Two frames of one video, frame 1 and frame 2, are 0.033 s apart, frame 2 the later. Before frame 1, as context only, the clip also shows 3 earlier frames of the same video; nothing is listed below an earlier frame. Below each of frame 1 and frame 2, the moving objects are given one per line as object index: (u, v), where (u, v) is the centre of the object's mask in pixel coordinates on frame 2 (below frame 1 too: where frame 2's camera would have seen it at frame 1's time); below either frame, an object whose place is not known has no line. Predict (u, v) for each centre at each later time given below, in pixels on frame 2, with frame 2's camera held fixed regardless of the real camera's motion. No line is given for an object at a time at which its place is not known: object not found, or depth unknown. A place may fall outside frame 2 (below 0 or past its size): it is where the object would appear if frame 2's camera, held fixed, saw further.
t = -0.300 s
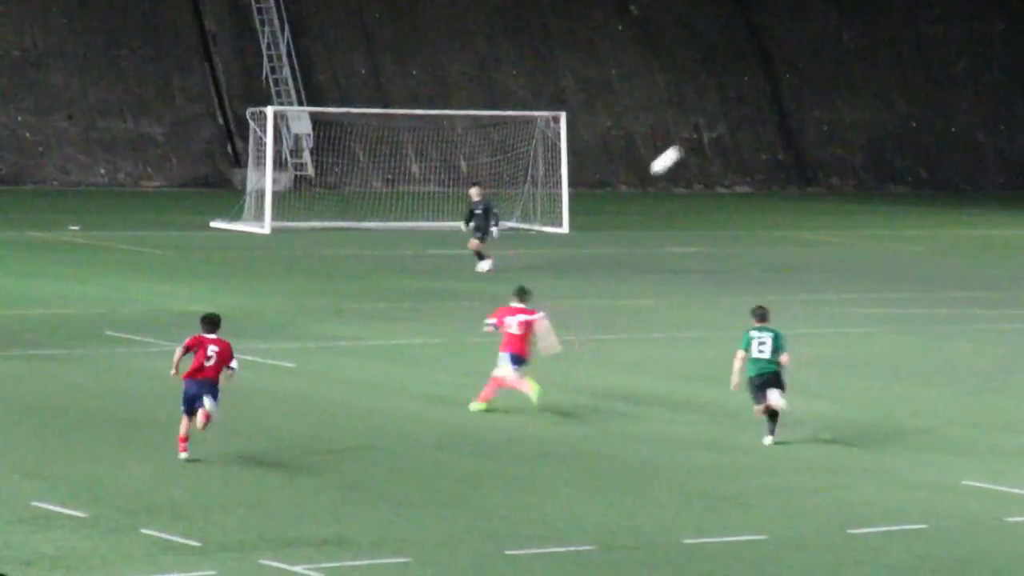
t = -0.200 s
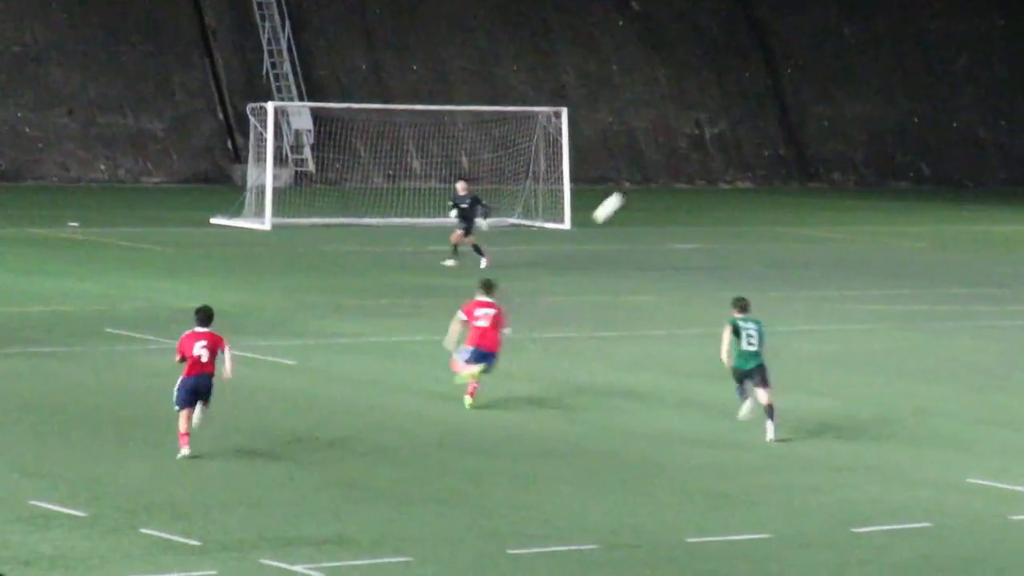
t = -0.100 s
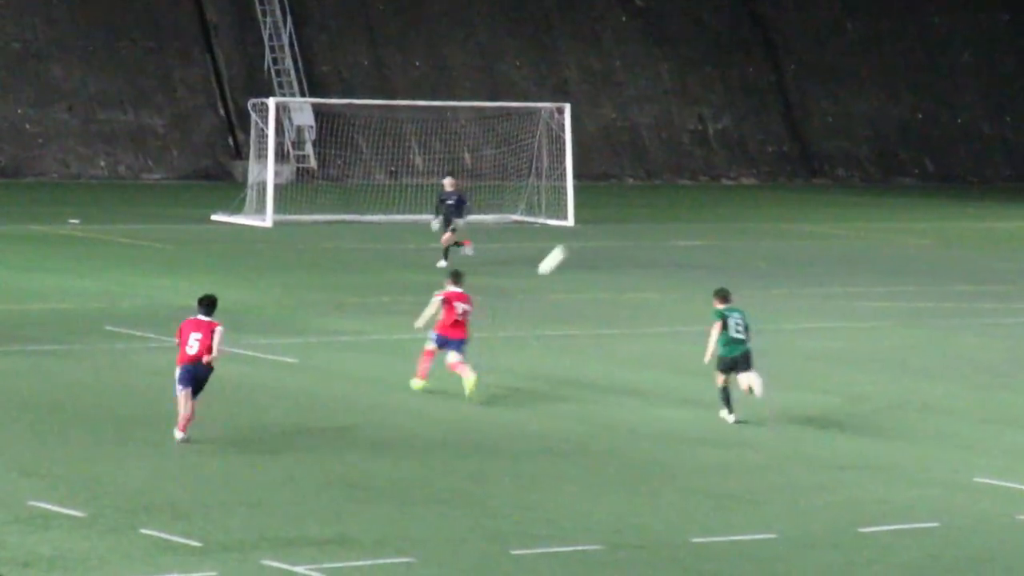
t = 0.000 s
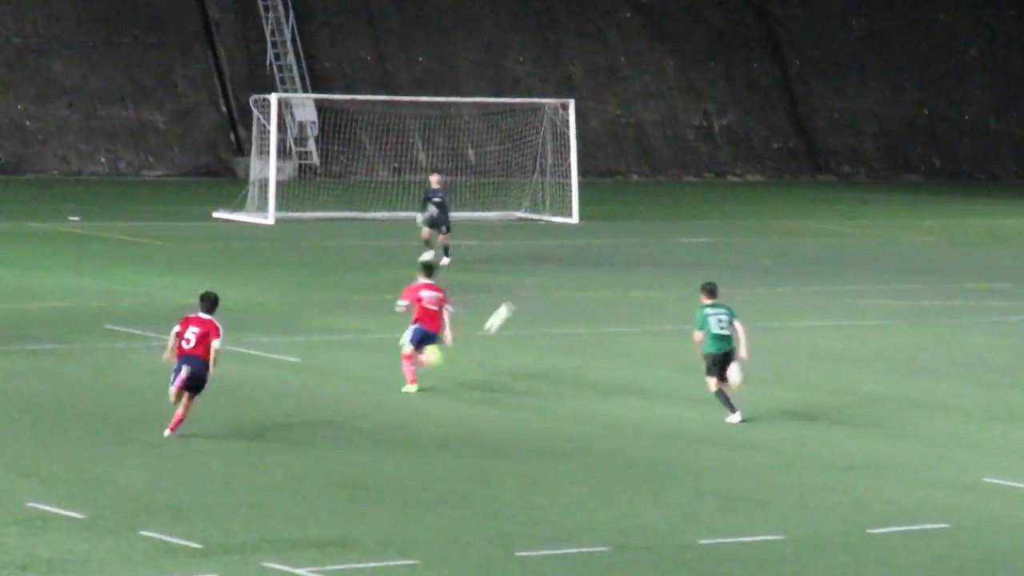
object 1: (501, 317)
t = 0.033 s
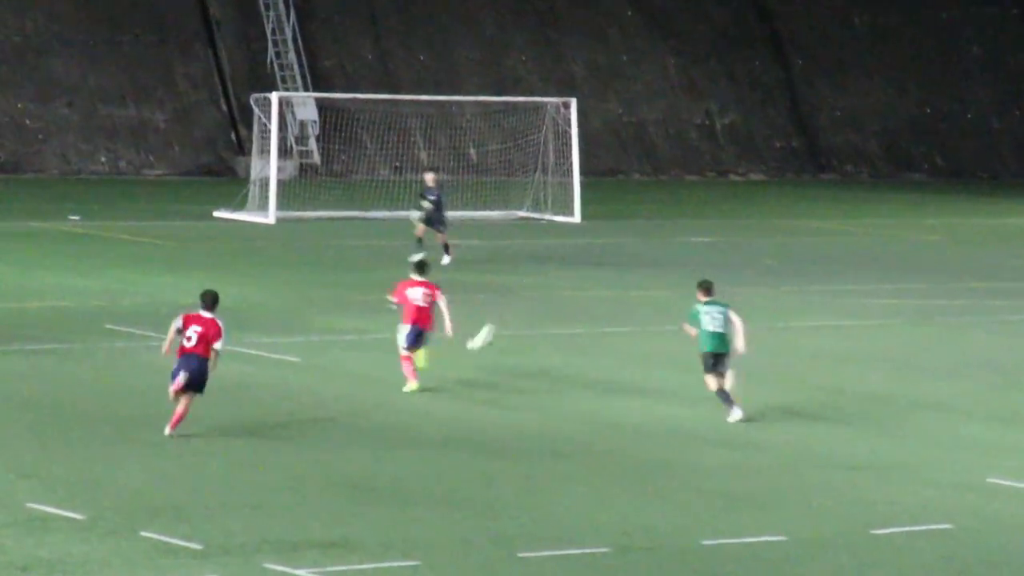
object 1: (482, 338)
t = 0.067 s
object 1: (469, 333)
